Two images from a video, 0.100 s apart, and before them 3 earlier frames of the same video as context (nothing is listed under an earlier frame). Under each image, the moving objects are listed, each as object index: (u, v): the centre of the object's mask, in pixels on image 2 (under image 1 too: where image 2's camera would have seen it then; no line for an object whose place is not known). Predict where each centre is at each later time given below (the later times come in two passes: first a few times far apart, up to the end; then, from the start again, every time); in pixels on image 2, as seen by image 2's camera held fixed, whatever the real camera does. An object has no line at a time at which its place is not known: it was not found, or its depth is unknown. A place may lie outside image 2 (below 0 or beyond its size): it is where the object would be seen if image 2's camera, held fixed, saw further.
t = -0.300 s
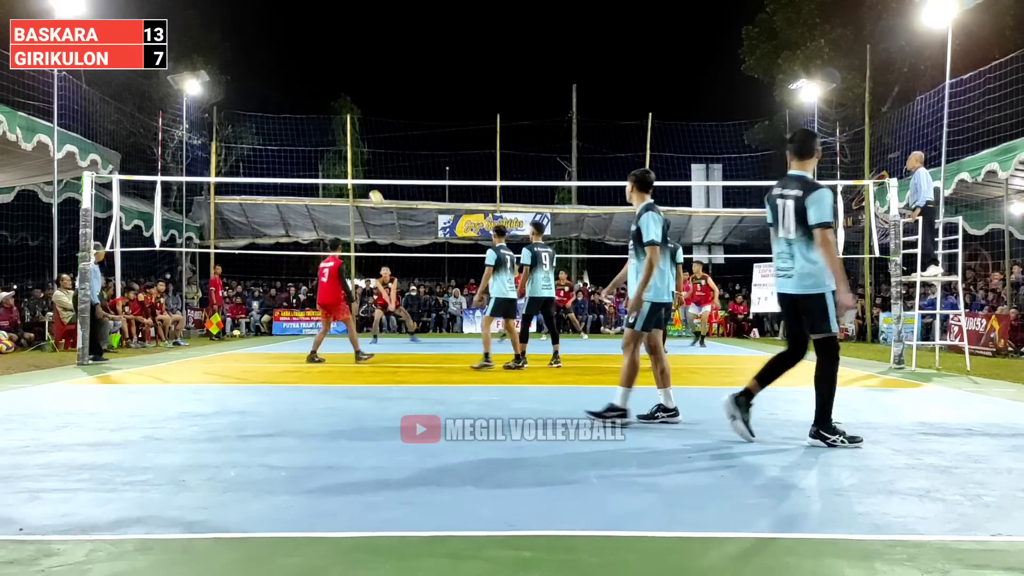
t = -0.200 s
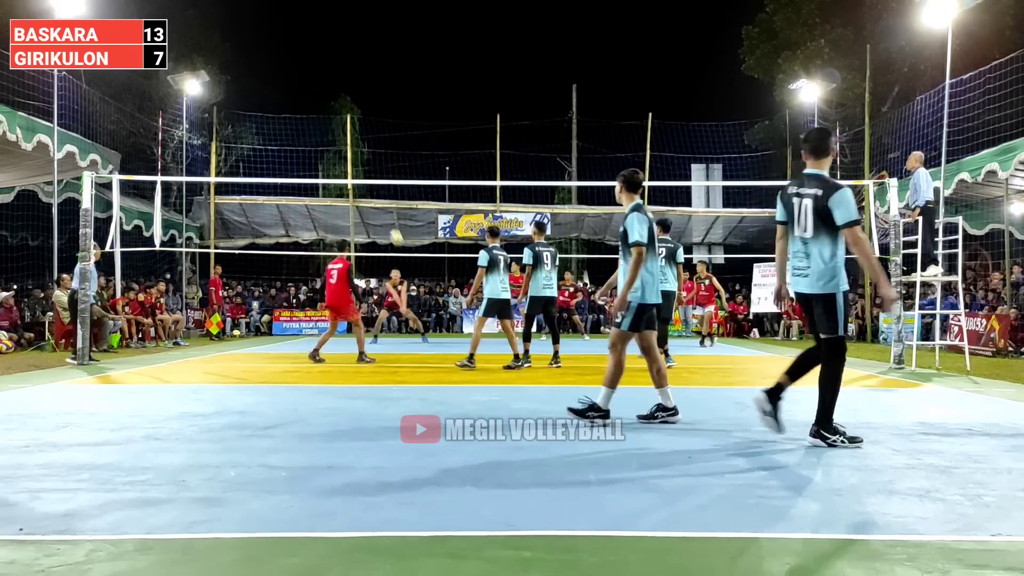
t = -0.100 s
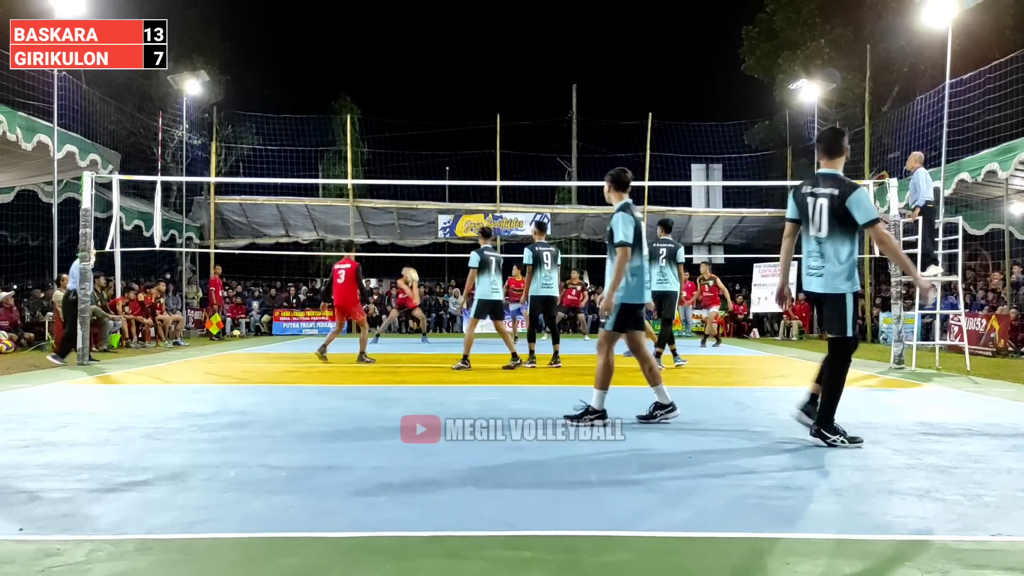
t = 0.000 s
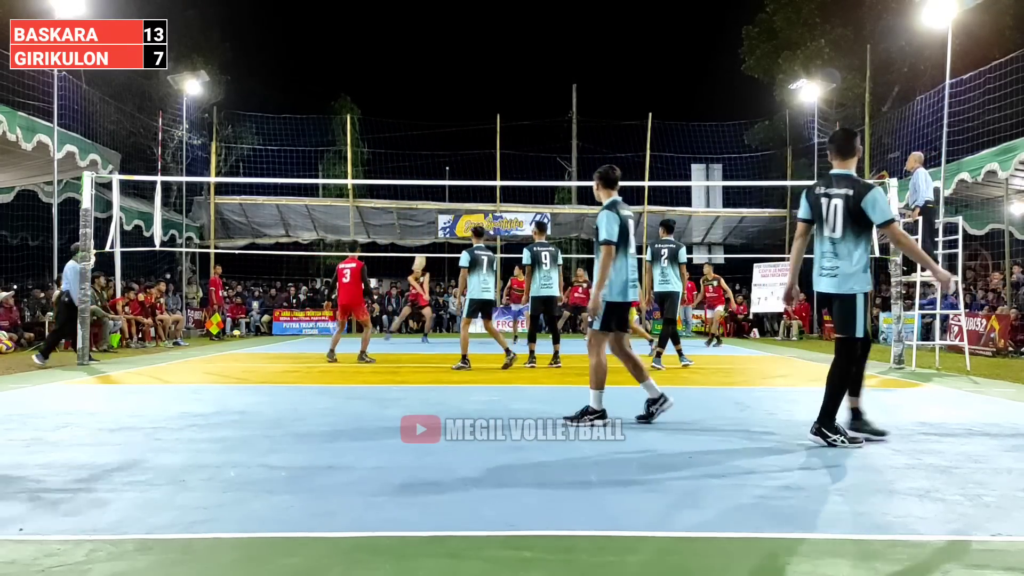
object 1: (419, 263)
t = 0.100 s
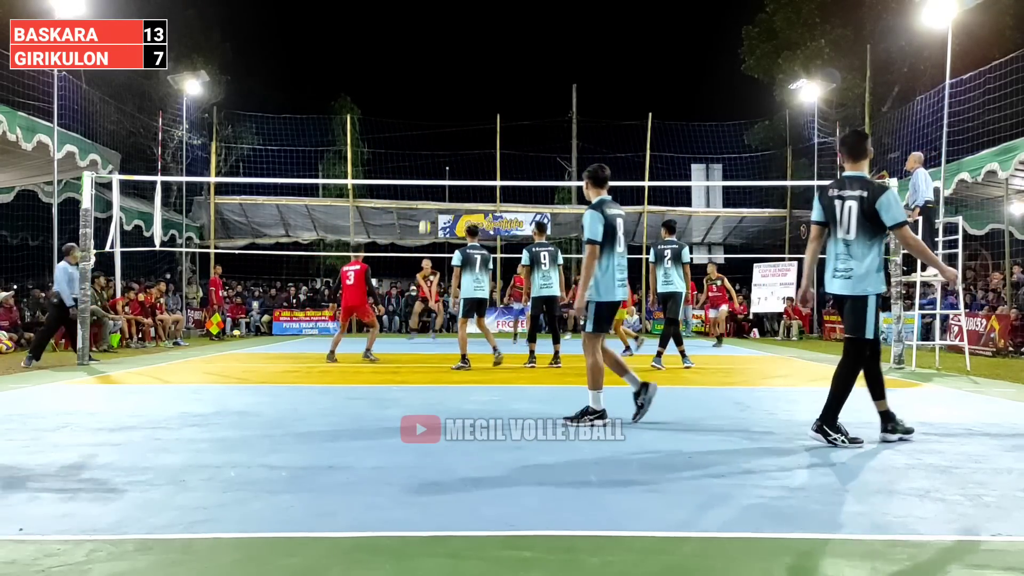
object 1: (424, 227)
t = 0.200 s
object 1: (430, 196)
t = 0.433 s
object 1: (440, 142)
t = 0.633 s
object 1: (450, 116)
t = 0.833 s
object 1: (461, 111)
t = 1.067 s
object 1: (472, 135)
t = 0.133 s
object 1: (426, 216)
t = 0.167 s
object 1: (428, 206)
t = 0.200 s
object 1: (430, 196)
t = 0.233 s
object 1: (431, 188)
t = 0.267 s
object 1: (433, 177)
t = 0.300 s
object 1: (434, 170)
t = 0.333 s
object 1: (435, 162)
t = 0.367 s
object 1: (437, 155)
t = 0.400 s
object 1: (439, 148)
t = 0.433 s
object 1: (440, 142)
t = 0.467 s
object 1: (442, 136)
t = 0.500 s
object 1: (444, 131)
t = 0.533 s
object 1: (445, 126)
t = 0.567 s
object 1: (447, 123)
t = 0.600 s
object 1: (449, 119)
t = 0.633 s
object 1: (450, 116)
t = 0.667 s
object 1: (452, 114)
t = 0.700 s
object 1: (454, 112)
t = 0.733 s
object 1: (455, 111)
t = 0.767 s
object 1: (457, 111)
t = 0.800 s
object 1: (459, 111)
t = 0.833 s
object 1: (461, 111)
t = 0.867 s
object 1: (462, 113)
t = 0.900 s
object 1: (464, 115)
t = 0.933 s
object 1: (466, 118)
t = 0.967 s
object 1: (467, 121)
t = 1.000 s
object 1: (469, 125)
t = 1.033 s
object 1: (471, 130)
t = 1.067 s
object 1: (472, 135)
